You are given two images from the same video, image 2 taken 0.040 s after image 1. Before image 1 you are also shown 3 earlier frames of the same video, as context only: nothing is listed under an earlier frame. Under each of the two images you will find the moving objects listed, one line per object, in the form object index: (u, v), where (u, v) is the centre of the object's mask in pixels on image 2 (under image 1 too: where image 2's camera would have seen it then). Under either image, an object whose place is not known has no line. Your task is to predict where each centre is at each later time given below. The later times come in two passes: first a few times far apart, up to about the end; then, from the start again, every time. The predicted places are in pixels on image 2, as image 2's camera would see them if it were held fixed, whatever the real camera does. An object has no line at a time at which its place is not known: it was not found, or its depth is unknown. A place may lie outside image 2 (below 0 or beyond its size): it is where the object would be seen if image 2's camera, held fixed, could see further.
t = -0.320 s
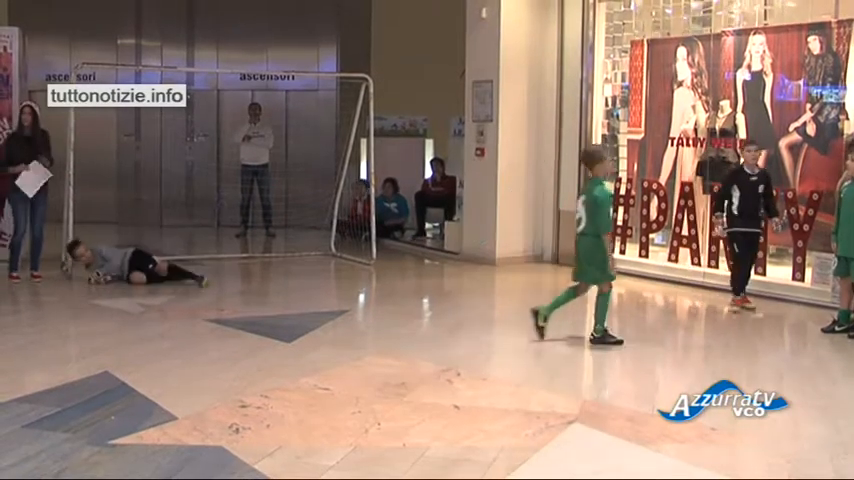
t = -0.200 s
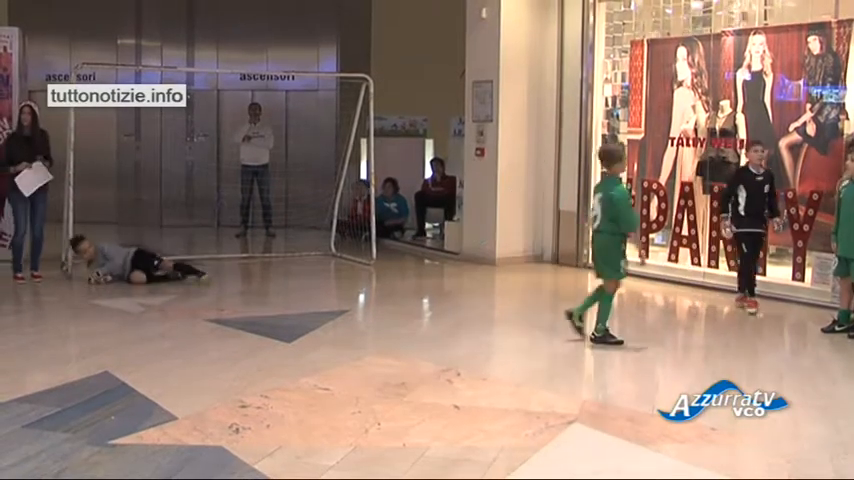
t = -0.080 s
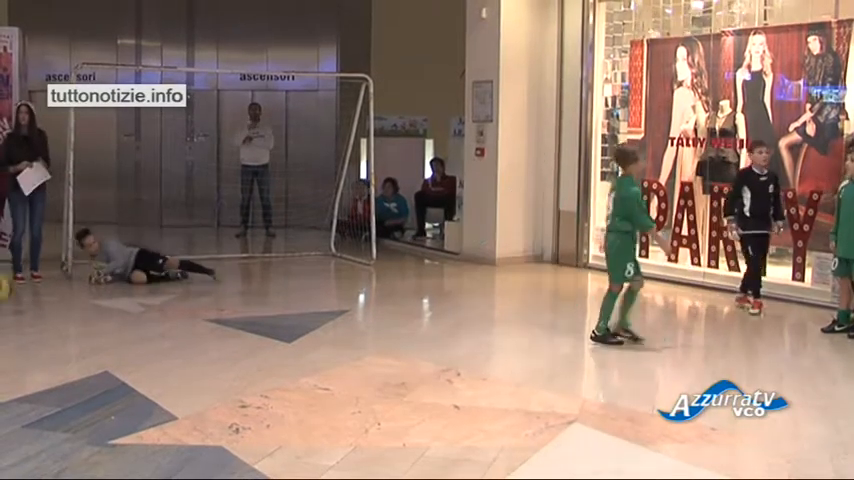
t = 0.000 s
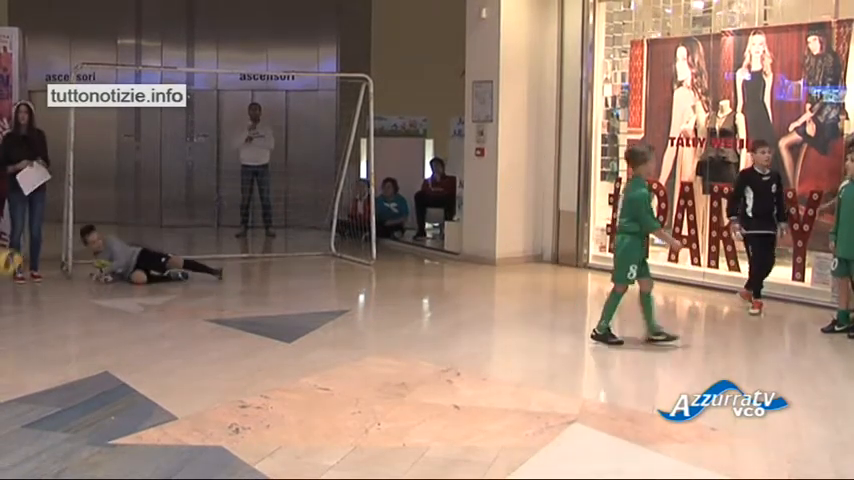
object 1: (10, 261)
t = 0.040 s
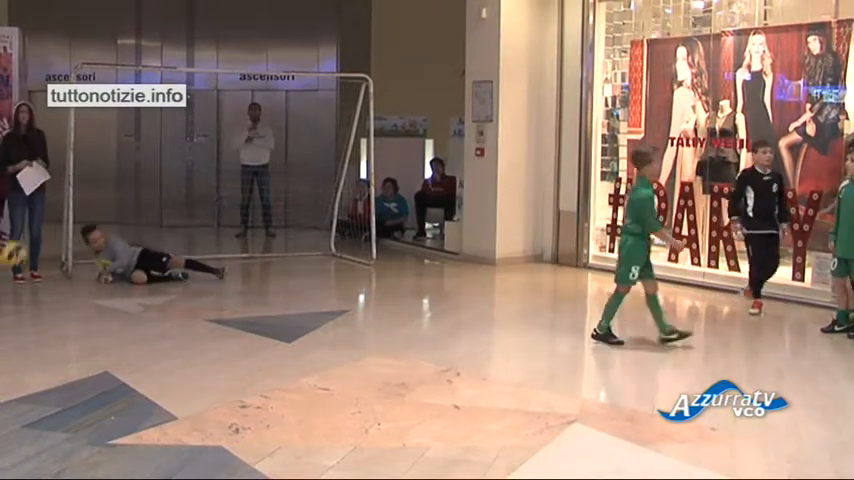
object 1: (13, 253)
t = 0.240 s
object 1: (36, 240)
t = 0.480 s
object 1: (65, 291)
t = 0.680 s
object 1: (89, 265)
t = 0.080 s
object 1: (17, 246)
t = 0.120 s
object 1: (21, 242)
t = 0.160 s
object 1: (26, 239)
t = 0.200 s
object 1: (32, 238)
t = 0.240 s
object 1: (36, 240)
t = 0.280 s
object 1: (40, 243)
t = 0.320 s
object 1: (46, 248)
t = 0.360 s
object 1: (51, 254)
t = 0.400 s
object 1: (55, 265)
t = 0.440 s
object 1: (60, 276)
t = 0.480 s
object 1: (65, 291)
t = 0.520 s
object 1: (71, 306)
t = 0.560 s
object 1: (75, 293)
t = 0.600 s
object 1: (80, 281)
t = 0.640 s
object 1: (84, 273)
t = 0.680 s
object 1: (89, 265)
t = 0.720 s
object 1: (92, 261)
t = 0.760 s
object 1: (97, 257)
